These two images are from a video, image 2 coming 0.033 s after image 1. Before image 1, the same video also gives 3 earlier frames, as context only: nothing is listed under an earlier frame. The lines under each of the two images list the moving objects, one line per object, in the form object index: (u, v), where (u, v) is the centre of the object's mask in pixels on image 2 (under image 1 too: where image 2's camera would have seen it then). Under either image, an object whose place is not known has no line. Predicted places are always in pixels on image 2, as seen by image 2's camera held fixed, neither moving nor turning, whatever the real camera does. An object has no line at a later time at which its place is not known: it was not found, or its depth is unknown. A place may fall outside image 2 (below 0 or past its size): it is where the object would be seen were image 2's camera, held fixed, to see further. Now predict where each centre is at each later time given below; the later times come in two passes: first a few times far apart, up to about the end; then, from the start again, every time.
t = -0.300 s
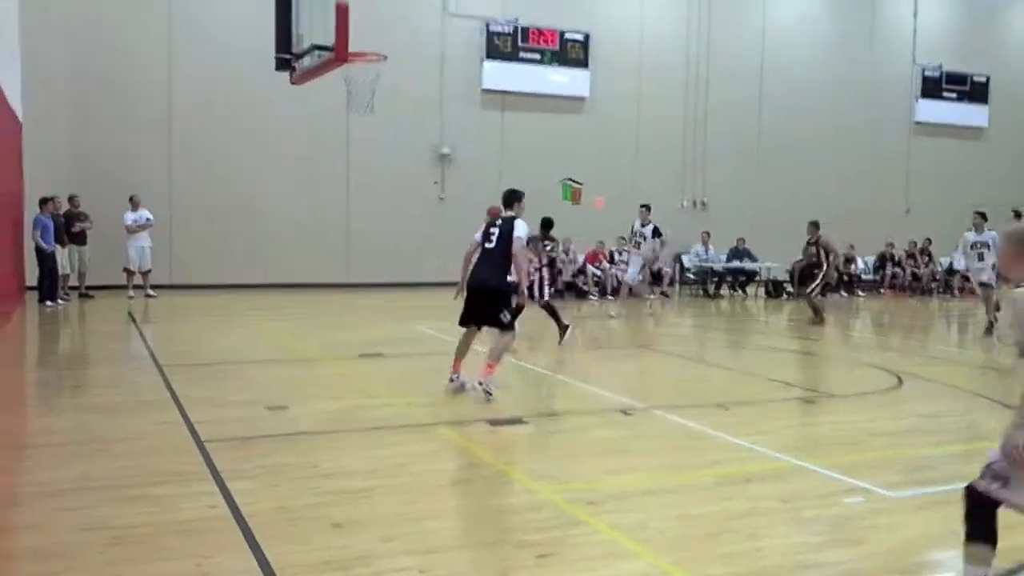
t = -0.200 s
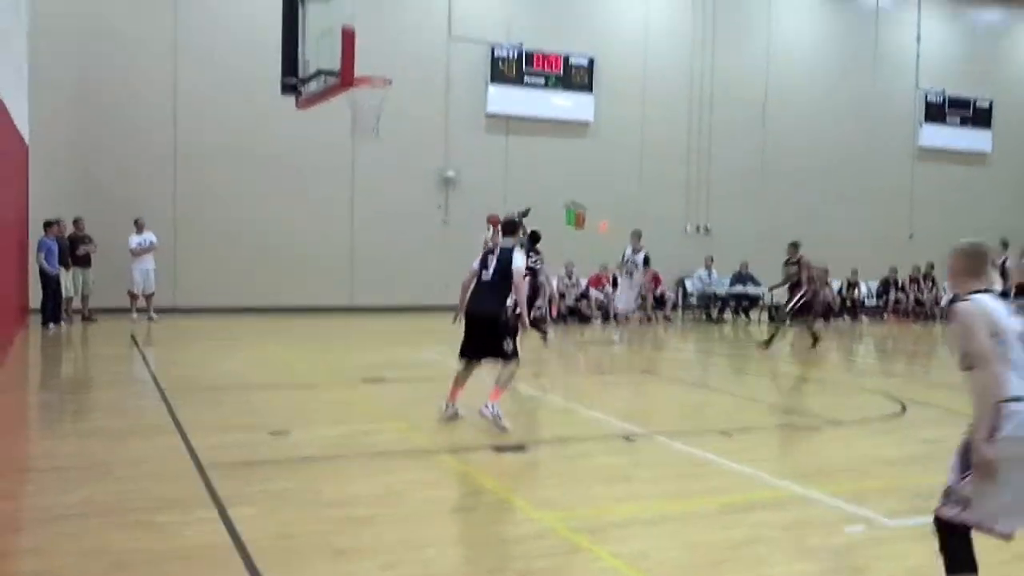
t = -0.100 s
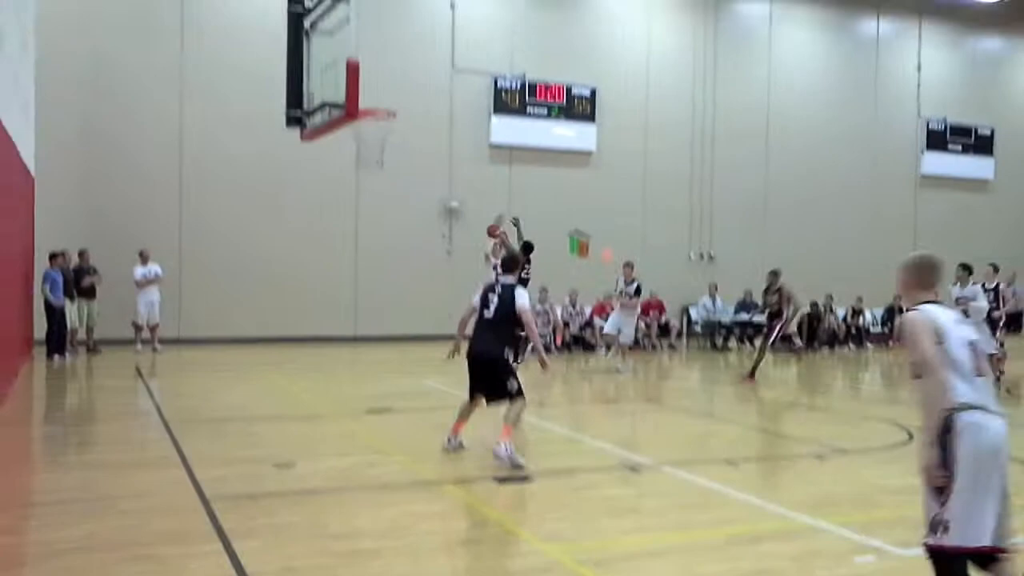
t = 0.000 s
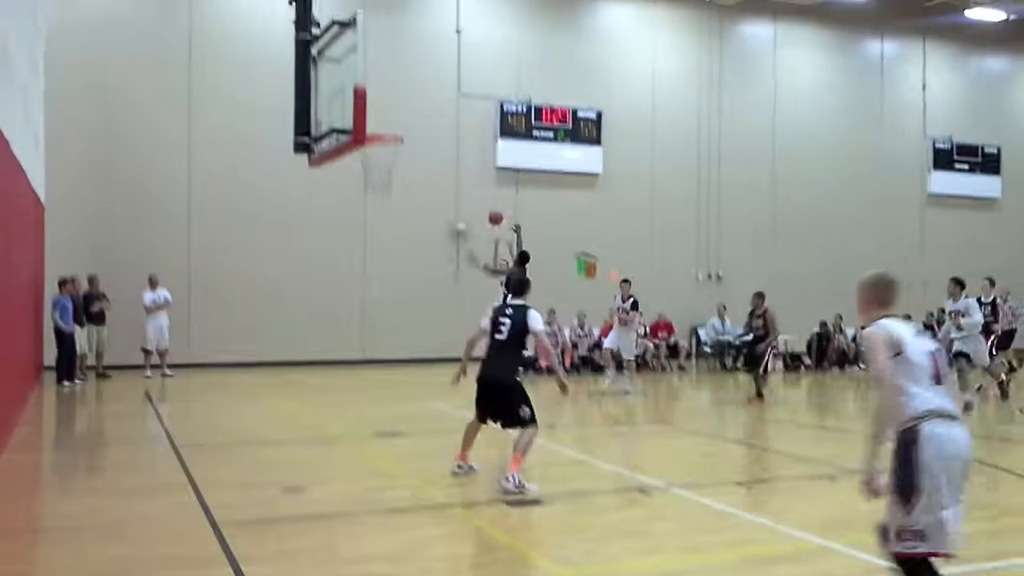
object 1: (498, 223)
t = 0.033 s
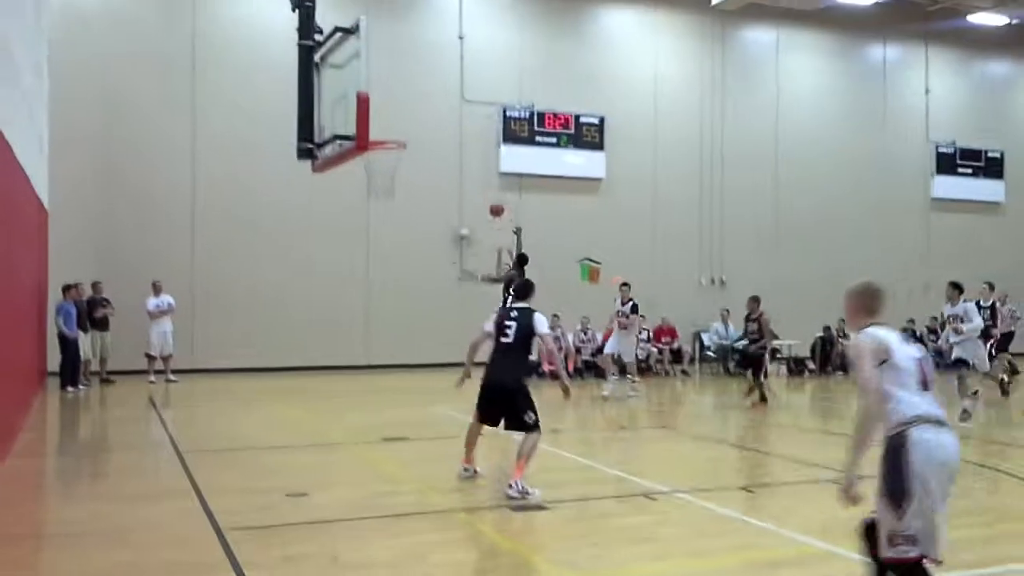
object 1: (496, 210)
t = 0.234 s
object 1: (483, 141)
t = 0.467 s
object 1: (464, 83)
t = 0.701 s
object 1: (438, 56)
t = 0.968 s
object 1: (403, 79)
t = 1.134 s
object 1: (379, 132)
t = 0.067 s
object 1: (494, 198)
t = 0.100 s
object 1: (492, 186)
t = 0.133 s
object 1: (490, 174)
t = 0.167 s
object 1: (488, 162)
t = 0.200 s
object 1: (485, 151)
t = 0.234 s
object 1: (483, 141)
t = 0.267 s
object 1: (480, 131)
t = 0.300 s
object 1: (477, 122)
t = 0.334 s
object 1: (475, 113)
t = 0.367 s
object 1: (472, 105)
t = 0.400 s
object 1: (470, 97)
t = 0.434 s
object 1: (467, 90)
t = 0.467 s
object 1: (464, 83)
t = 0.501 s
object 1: (460, 78)
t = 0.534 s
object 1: (457, 72)
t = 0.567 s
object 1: (453, 67)
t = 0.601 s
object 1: (449, 63)
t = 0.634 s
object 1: (445, 60)
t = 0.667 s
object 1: (442, 58)
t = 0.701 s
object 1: (438, 56)
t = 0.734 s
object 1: (435, 57)
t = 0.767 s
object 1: (431, 57)
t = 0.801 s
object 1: (427, 59)
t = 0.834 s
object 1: (422, 61)
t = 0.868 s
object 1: (418, 64)
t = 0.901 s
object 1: (413, 67)
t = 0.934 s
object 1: (408, 72)
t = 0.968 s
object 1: (403, 79)
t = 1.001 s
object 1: (398, 88)
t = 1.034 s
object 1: (392, 98)
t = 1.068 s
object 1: (387, 108)
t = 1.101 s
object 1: (382, 120)
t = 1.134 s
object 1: (379, 132)
